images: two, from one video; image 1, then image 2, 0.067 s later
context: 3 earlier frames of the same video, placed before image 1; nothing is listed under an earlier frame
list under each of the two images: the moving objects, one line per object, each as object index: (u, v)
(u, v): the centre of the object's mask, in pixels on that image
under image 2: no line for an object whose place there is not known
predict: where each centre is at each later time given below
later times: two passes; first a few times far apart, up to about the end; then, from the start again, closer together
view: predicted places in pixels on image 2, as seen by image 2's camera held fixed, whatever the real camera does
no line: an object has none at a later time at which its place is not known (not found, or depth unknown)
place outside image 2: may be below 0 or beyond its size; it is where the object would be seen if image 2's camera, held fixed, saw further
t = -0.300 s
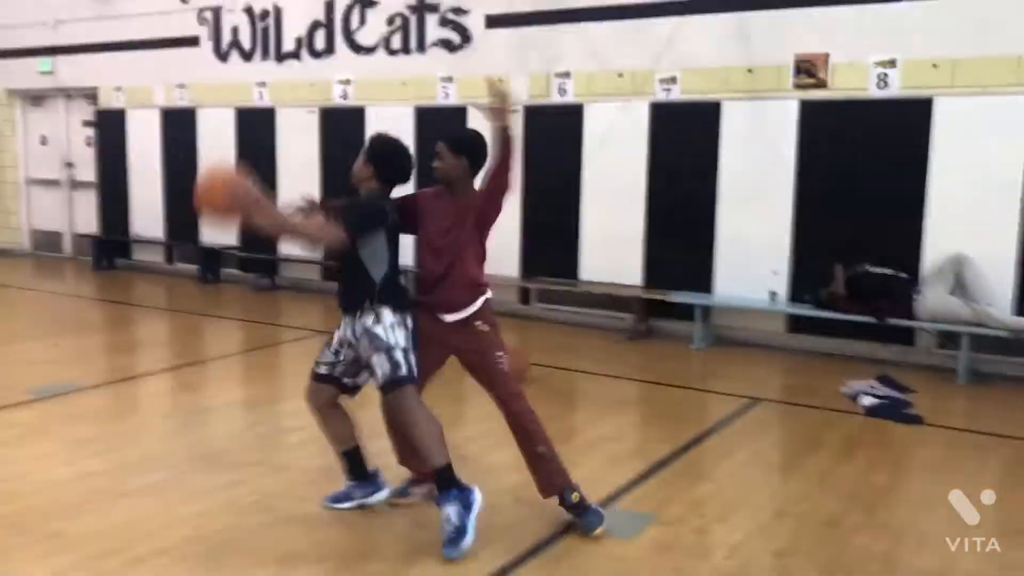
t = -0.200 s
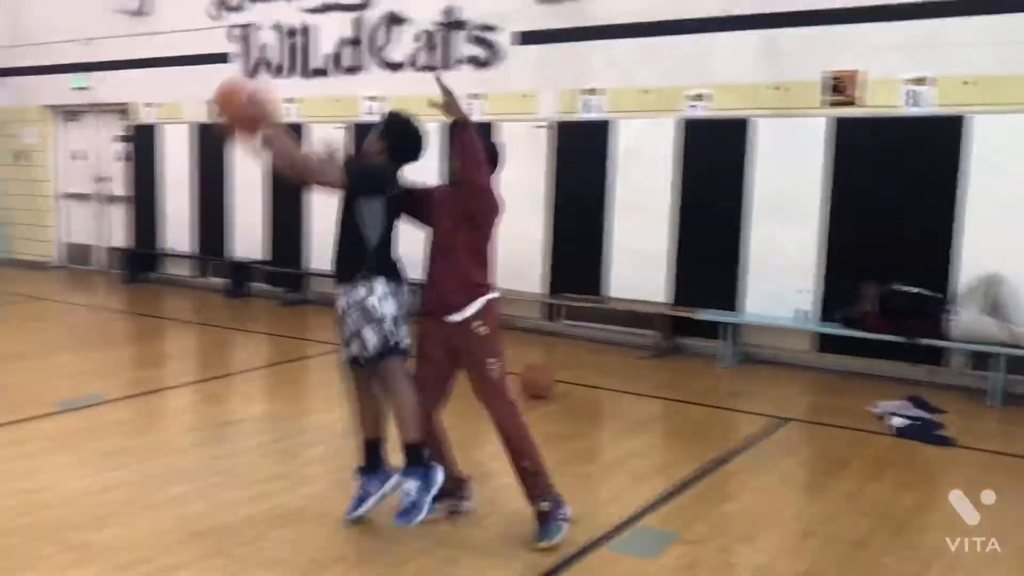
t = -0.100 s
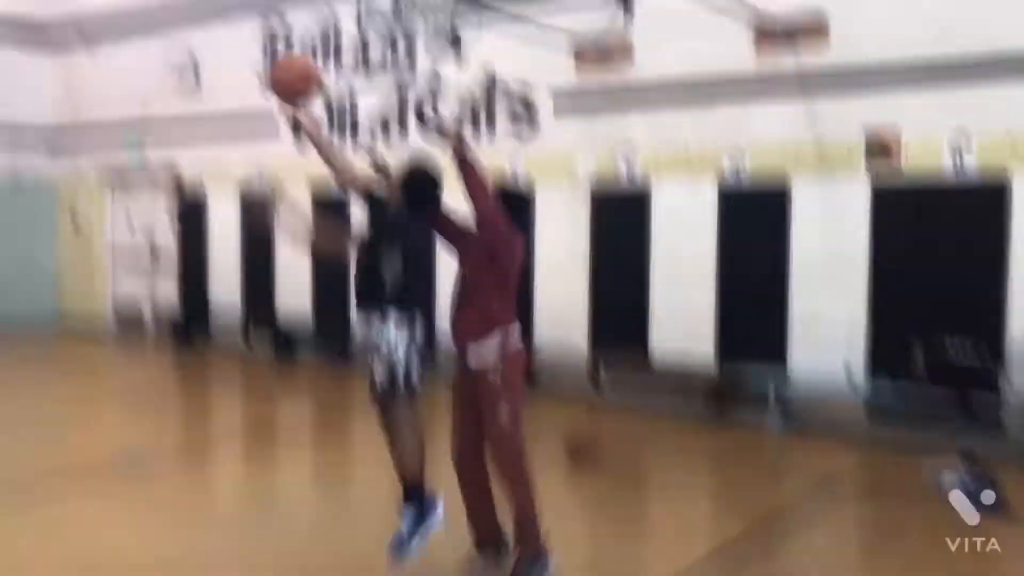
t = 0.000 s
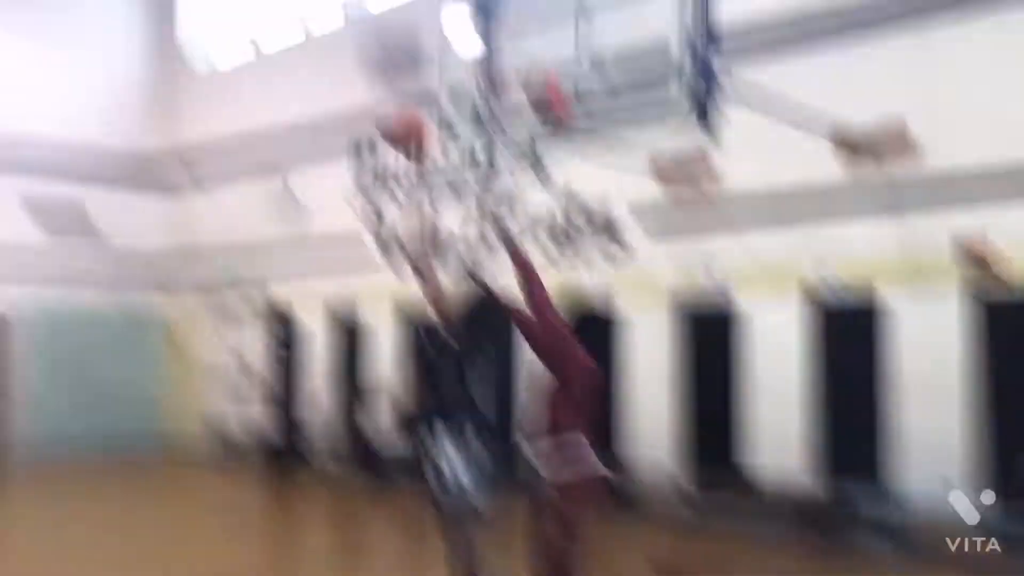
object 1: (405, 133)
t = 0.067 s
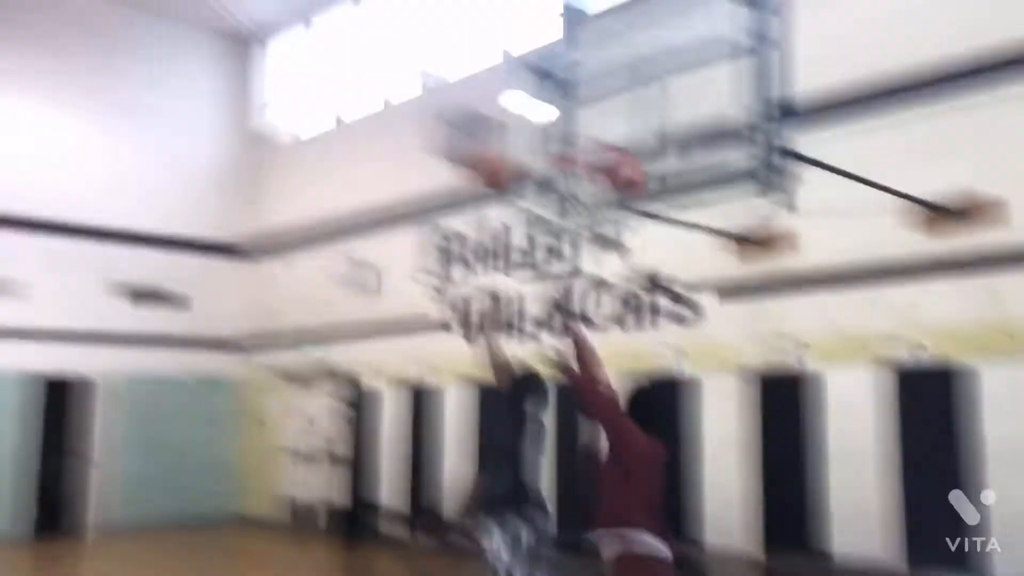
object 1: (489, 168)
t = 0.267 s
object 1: (532, 123)
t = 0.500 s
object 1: (564, 147)
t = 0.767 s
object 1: (513, 224)
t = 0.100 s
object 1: (498, 159)
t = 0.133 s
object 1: (514, 149)
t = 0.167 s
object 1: (518, 137)
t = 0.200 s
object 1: (522, 131)
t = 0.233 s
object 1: (527, 126)
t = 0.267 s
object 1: (532, 123)
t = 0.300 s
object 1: (537, 122)
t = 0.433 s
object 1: (555, 135)
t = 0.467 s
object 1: (559, 140)
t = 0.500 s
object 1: (564, 147)
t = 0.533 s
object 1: (568, 154)
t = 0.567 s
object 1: (570, 157)
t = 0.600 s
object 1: (547, 174)
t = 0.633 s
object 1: (544, 180)
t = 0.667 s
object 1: (539, 188)
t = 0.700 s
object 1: (531, 199)
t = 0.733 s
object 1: (521, 210)
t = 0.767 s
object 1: (513, 224)
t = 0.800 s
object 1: (505, 239)
